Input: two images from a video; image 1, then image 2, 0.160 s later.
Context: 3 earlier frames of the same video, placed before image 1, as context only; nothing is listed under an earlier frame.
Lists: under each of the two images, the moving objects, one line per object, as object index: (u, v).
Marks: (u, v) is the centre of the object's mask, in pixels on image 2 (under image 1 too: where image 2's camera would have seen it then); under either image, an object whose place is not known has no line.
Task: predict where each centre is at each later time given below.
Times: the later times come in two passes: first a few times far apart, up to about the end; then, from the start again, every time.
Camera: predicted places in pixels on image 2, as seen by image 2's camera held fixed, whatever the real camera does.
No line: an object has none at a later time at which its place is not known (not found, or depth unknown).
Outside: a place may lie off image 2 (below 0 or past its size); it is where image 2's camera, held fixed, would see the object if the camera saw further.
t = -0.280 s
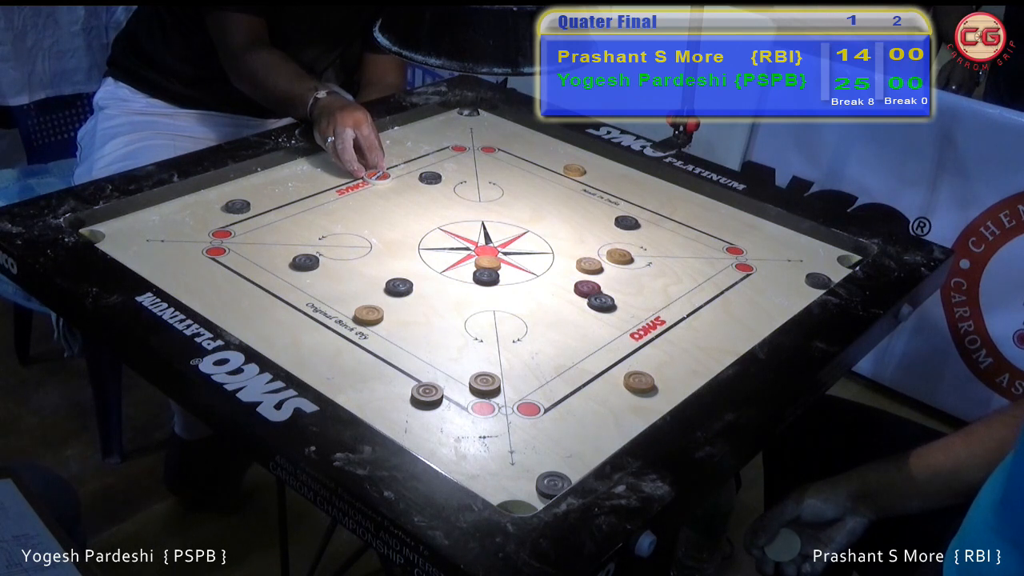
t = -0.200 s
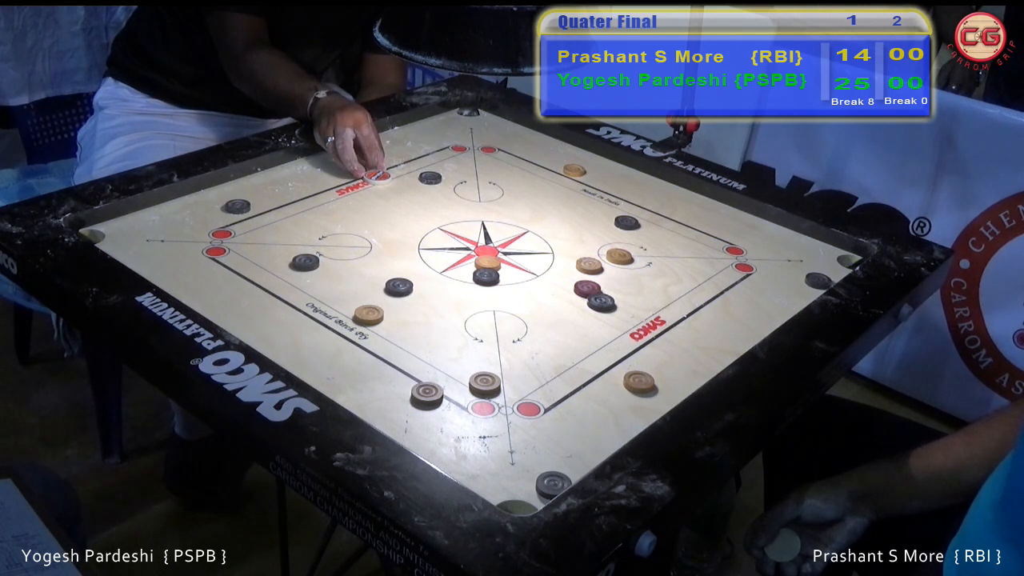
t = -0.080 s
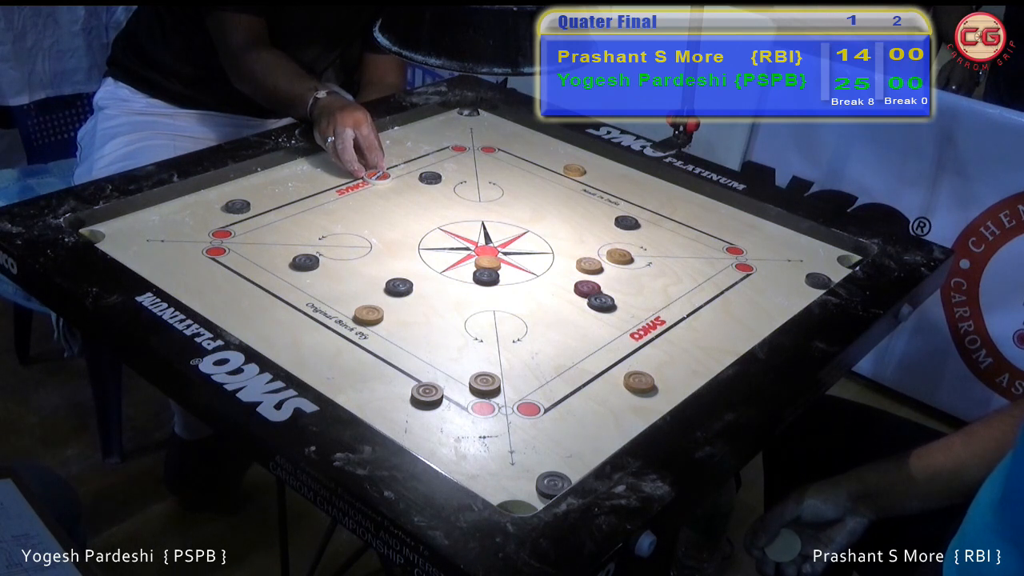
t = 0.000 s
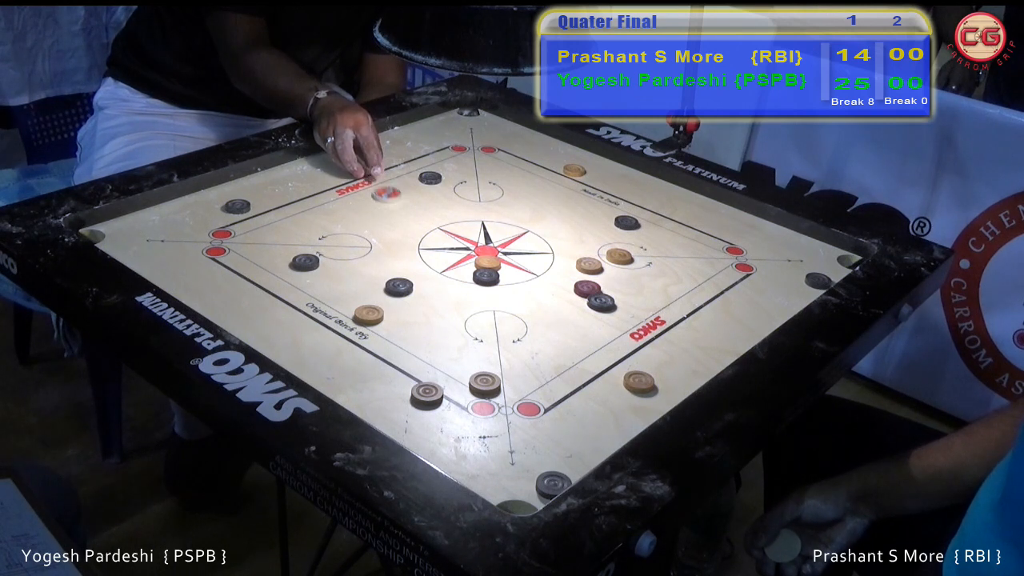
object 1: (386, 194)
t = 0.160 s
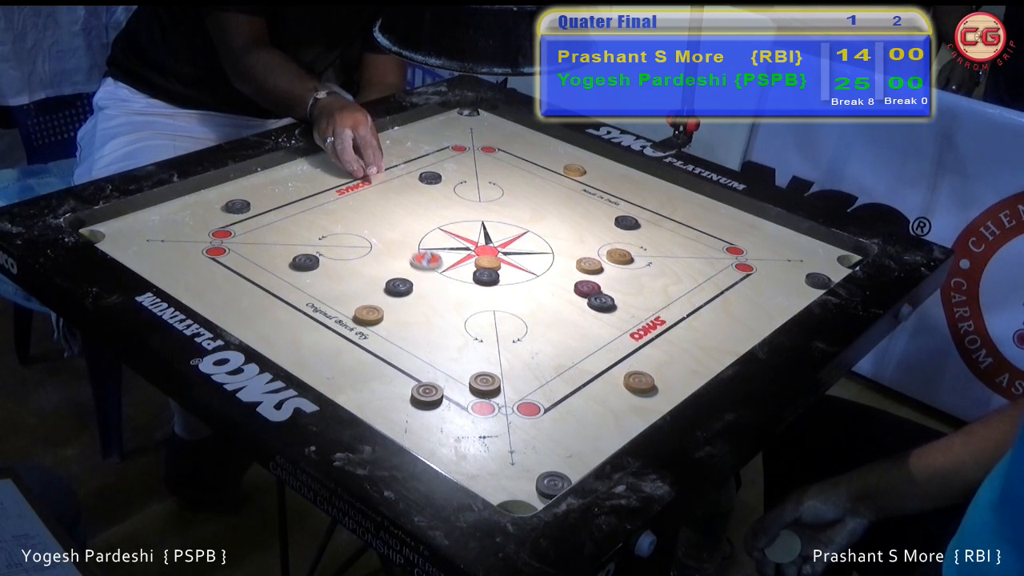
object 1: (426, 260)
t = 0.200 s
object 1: (436, 278)
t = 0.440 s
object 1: (504, 375)
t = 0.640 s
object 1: (550, 411)
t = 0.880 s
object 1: (572, 427)
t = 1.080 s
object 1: (572, 427)
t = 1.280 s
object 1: (572, 427)
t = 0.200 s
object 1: (436, 278)
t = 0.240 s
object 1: (447, 295)
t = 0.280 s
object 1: (458, 312)
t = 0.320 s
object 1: (469, 330)
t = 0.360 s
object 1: (480, 348)
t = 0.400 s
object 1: (493, 364)
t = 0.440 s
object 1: (504, 375)
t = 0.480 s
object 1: (515, 384)
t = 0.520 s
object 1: (525, 392)
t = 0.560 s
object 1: (534, 398)
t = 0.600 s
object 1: (543, 405)
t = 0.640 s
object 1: (550, 411)
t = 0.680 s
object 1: (556, 415)
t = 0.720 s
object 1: (561, 419)
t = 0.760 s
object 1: (565, 422)
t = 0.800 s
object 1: (568, 425)
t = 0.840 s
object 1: (571, 426)
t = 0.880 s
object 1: (572, 427)
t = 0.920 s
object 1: (572, 427)
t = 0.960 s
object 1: (572, 427)
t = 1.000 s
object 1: (572, 427)
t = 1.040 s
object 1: (572, 427)
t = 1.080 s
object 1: (572, 427)
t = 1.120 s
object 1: (572, 427)
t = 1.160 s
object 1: (572, 427)
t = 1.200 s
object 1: (572, 427)
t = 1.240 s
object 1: (572, 427)
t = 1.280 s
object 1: (572, 427)
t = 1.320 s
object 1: (572, 427)
